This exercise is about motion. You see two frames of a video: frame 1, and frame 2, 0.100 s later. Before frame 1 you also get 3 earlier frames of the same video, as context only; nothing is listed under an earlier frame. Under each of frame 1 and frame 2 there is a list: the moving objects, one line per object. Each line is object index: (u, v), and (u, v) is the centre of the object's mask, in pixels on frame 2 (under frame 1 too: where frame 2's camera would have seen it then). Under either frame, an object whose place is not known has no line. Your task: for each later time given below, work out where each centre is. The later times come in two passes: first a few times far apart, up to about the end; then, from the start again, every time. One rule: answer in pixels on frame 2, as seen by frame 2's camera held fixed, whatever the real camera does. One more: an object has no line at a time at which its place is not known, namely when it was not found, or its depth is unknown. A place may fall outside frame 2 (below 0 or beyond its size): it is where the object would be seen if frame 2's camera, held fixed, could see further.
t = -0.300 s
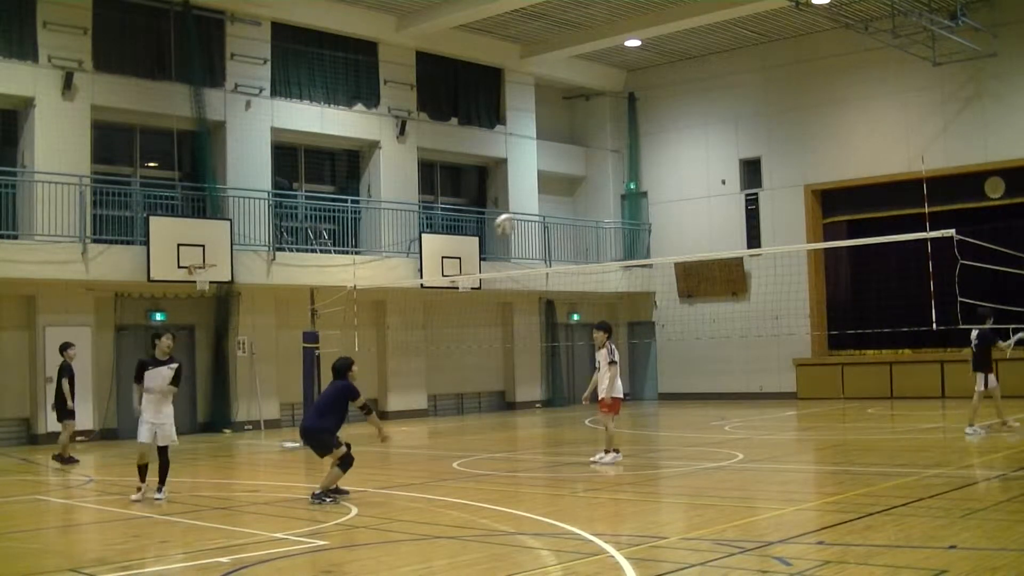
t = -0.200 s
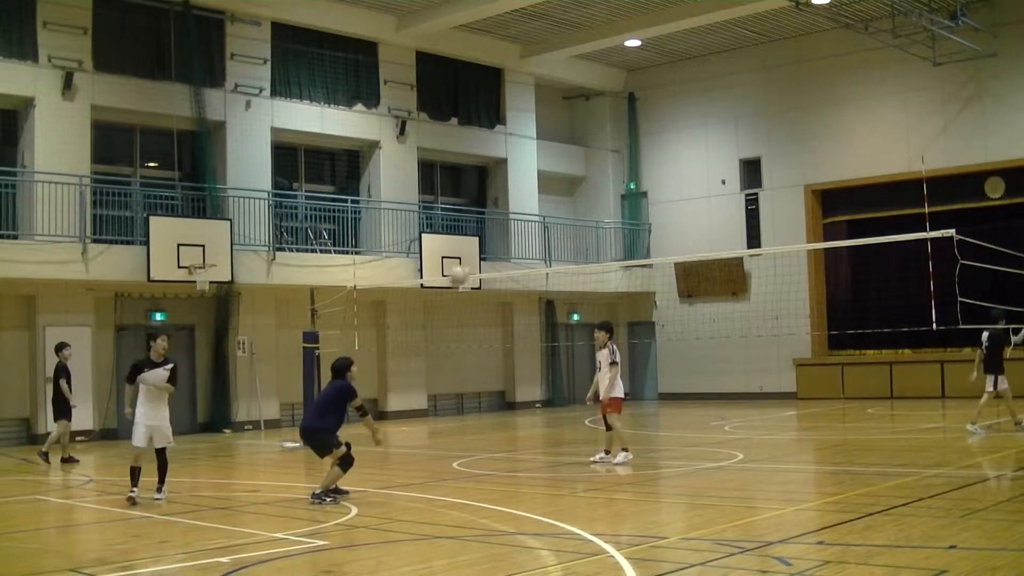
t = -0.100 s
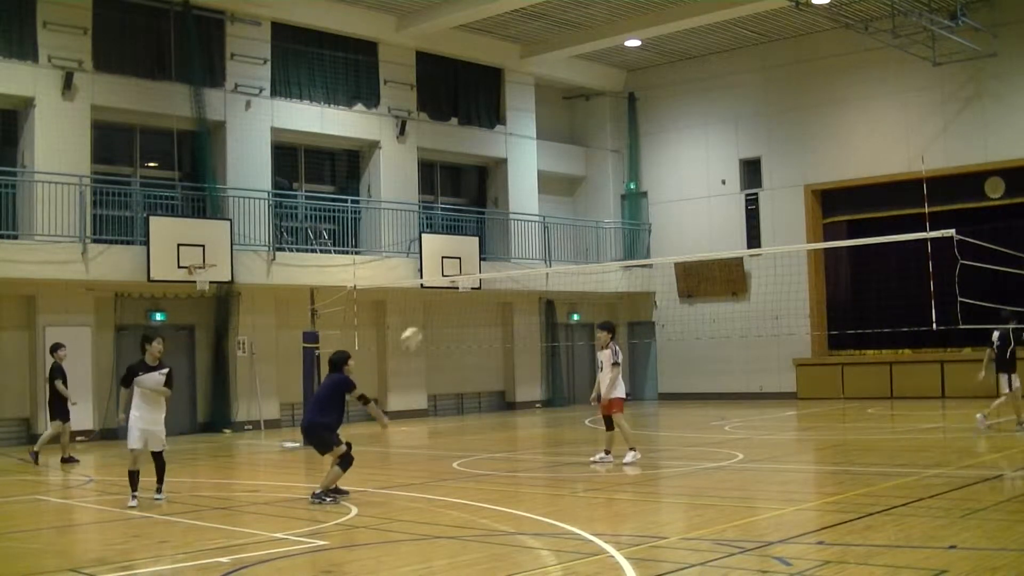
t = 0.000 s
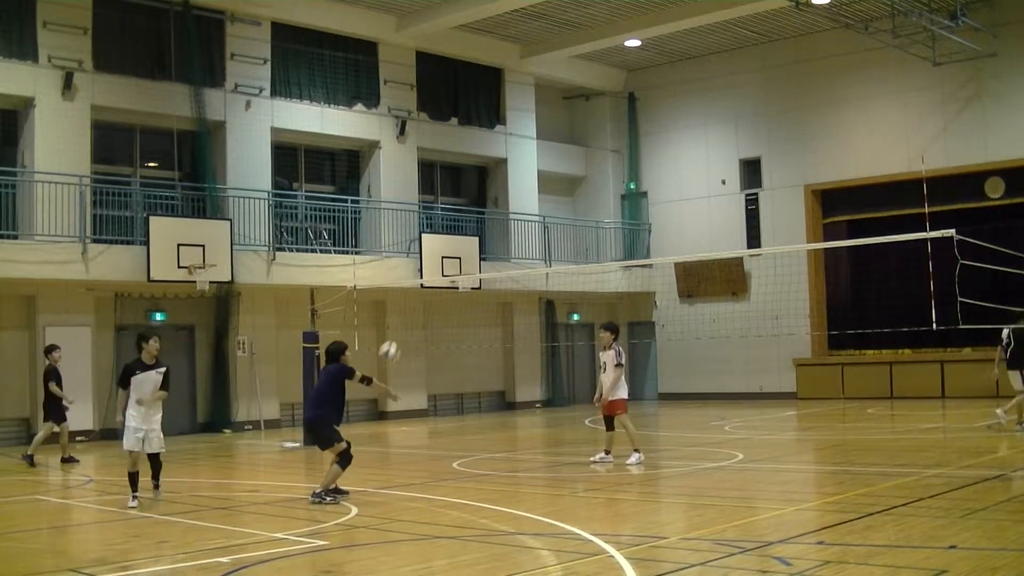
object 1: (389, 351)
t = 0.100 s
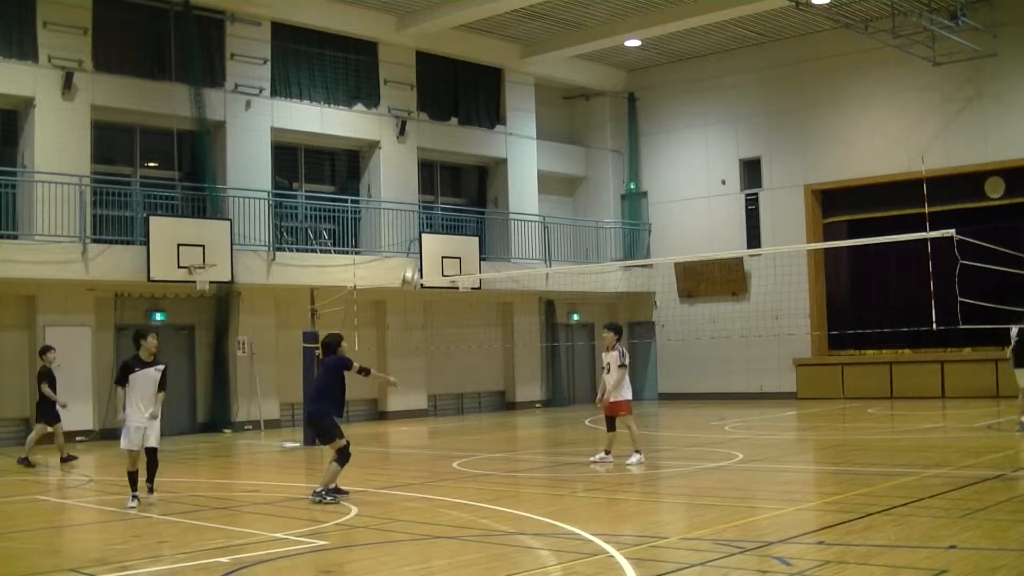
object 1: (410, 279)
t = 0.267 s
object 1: (443, 186)
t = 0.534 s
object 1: (493, 103)
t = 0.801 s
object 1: (538, 86)
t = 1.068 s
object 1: (580, 130)
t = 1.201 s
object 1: (599, 170)
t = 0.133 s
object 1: (417, 257)
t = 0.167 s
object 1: (424, 238)
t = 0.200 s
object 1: (429, 220)
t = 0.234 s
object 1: (437, 202)
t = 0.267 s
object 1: (443, 186)
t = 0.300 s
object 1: (450, 172)
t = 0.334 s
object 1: (456, 159)
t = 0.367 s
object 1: (462, 145)
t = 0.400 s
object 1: (468, 135)
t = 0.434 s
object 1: (475, 124)
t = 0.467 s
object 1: (481, 117)
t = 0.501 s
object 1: (486, 109)
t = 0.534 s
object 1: (493, 103)
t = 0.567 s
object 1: (498, 97)
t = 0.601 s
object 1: (502, 93)
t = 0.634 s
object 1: (509, 88)
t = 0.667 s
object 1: (515, 85)
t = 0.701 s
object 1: (520, 85)
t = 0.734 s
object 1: (527, 84)
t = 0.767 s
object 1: (532, 85)
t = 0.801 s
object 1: (538, 86)
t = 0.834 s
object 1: (543, 88)
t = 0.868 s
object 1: (548, 92)
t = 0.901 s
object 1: (553, 95)
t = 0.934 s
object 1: (559, 100)
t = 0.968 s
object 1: (564, 107)
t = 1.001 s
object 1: (569, 114)
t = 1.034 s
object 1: (575, 121)
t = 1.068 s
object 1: (580, 130)
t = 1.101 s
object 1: (585, 138)
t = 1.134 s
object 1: (589, 148)
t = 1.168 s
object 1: (595, 159)
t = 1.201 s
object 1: (599, 170)
